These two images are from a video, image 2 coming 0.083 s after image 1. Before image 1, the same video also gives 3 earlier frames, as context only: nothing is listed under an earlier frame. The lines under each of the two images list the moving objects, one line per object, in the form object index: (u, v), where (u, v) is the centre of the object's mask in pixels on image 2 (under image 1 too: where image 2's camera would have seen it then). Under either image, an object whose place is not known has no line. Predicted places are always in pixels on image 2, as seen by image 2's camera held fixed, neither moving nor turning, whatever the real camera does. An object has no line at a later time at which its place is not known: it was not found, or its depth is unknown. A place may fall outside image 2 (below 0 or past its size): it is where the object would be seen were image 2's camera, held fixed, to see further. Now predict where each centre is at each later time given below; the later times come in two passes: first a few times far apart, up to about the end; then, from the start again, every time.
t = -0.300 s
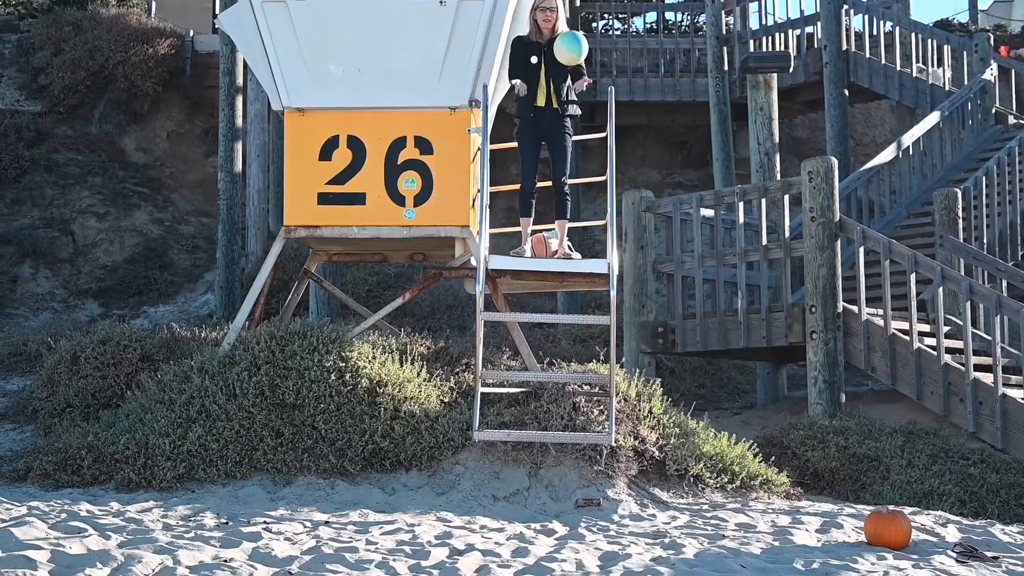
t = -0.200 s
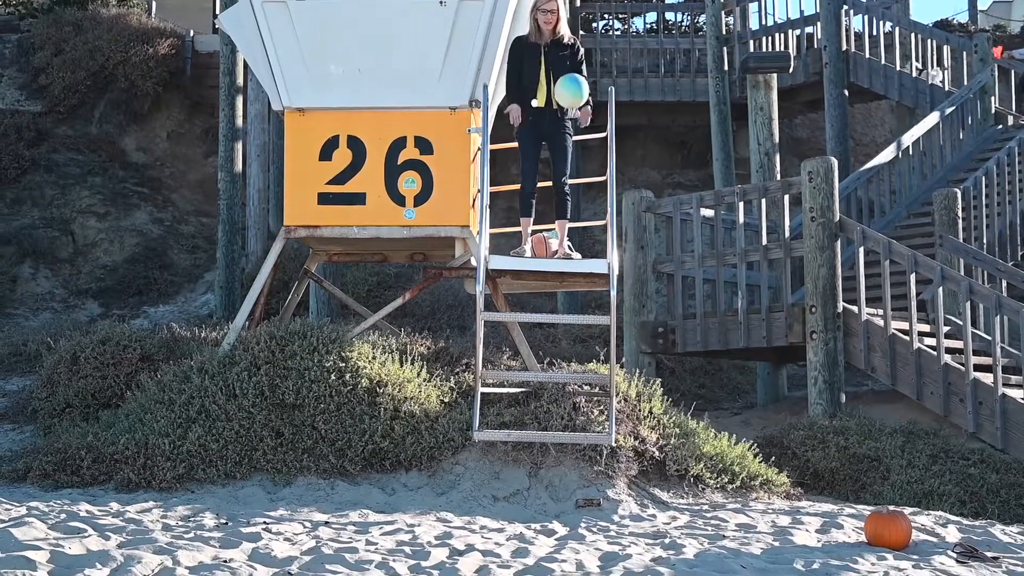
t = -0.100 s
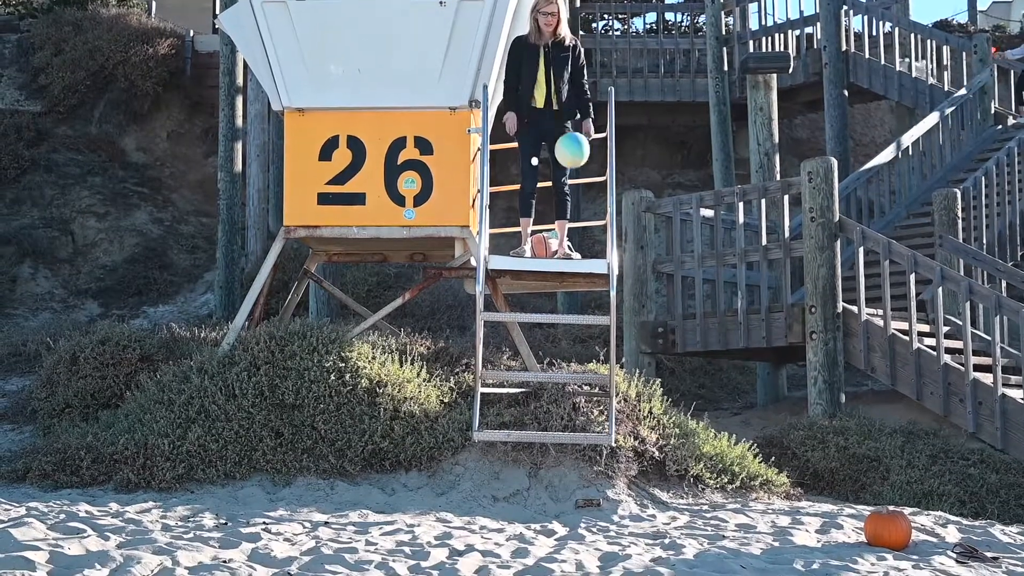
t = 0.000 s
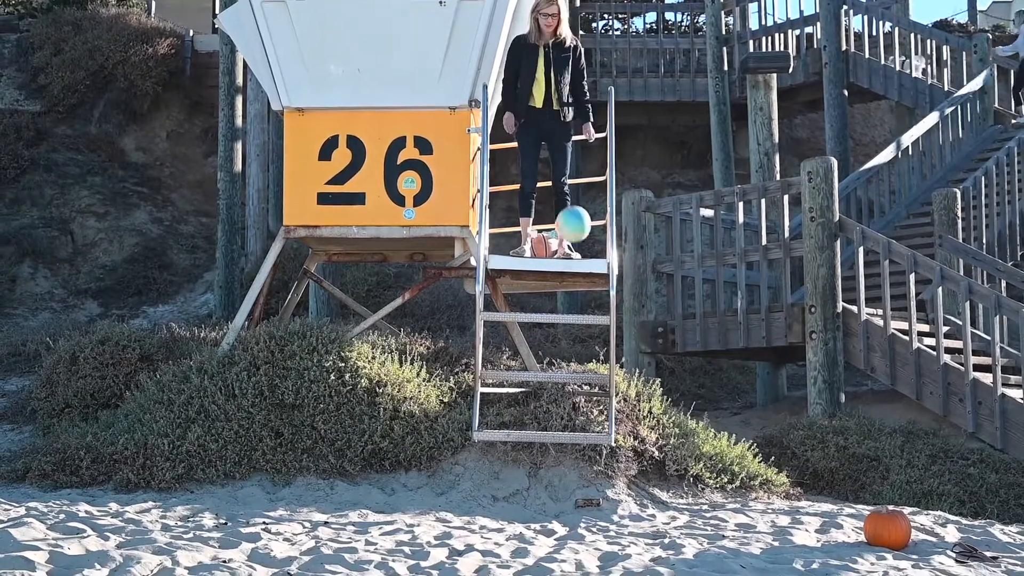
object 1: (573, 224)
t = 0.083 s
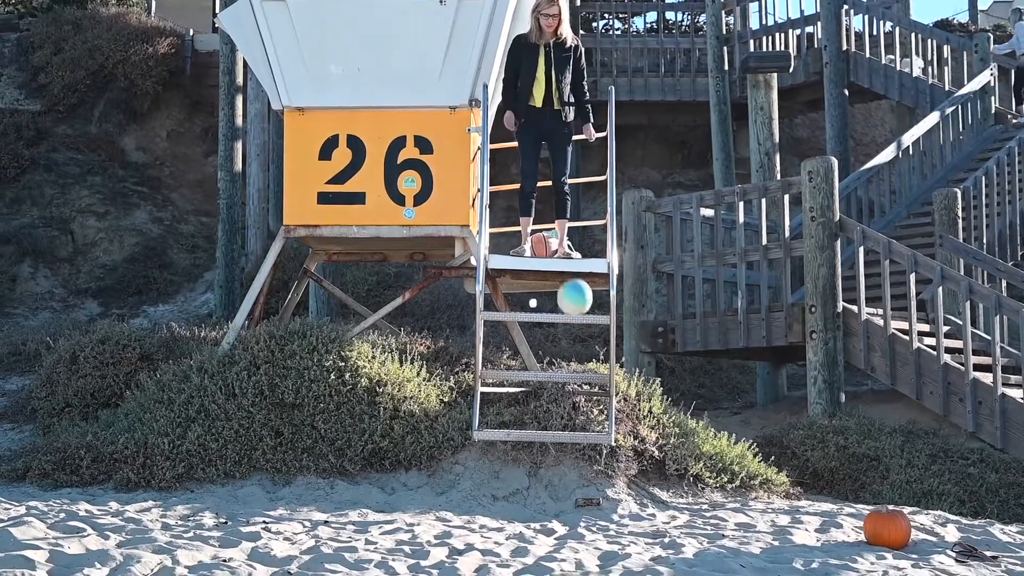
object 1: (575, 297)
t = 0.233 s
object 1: (578, 457)
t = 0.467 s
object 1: (564, 420)
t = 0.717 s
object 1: (542, 388)
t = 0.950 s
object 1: (518, 469)
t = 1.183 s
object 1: (498, 513)
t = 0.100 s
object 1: (575, 314)
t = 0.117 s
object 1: (575, 330)
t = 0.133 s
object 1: (576, 347)
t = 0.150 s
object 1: (576, 364)
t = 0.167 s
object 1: (576, 383)
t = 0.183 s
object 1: (577, 401)
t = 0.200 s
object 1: (577, 419)
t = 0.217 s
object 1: (577, 438)
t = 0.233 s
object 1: (578, 457)
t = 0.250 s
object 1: (578, 477)
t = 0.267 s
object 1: (579, 497)
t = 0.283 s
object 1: (578, 506)
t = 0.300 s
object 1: (577, 497)
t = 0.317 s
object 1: (576, 488)
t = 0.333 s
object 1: (575, 479)
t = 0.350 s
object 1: (573, 470)
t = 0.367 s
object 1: (572, 462)
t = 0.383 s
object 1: (571, 454)
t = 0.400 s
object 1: (569, 447)
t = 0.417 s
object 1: (568, 440)
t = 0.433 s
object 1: (567, 433)
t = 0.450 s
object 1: (565, 427)
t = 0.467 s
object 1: (564, 420)
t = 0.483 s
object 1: (563, 415)
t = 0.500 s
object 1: (561, 410)
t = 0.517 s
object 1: (560, 406)
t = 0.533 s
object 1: (559, 402)
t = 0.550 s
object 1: (557, 398)
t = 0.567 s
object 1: (556, 395)
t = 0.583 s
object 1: (554, 392)
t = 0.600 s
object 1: (553, 390)
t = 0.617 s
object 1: (551, 388)
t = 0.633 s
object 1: (550, 387)
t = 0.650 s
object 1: (548, 386)
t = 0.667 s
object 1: (547, 386)
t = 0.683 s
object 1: (545, 386)
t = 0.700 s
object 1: (544, 387)
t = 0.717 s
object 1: (542, 388)
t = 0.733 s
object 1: (540, 390)
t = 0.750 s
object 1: (539, 393)
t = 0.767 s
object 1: (537, 396)
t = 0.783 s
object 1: (535, 399)
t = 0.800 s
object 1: (533, 404)
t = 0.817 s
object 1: (532, 408)
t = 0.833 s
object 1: (530, 413)
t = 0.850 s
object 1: (528, 420)
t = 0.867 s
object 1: (527, 426)
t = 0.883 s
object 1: (525, 433)
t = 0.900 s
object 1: (523, 441)
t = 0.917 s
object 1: (521, 450)
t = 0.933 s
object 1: (520, 459)
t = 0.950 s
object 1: (518, 469)
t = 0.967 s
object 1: (516, 479)
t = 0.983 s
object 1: (514, 490)
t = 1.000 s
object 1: (513, 501)
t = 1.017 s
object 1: (511, 514)
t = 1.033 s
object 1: (509, 526)
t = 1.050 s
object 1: (508, 540)
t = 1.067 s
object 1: (507, 543)
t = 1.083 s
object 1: (506, 538)
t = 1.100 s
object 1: (504, 532)
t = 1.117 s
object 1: (503, 527)
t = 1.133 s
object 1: (501, 522)
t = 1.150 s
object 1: (500, 519)
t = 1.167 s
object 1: (499, 515)
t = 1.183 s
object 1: (498, 513)
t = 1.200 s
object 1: (496, 511)
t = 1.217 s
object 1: (495, 509)
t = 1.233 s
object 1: (494, 509)
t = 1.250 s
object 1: (493, 508)
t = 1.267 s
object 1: (491, 508)
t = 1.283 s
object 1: (490, 510)
